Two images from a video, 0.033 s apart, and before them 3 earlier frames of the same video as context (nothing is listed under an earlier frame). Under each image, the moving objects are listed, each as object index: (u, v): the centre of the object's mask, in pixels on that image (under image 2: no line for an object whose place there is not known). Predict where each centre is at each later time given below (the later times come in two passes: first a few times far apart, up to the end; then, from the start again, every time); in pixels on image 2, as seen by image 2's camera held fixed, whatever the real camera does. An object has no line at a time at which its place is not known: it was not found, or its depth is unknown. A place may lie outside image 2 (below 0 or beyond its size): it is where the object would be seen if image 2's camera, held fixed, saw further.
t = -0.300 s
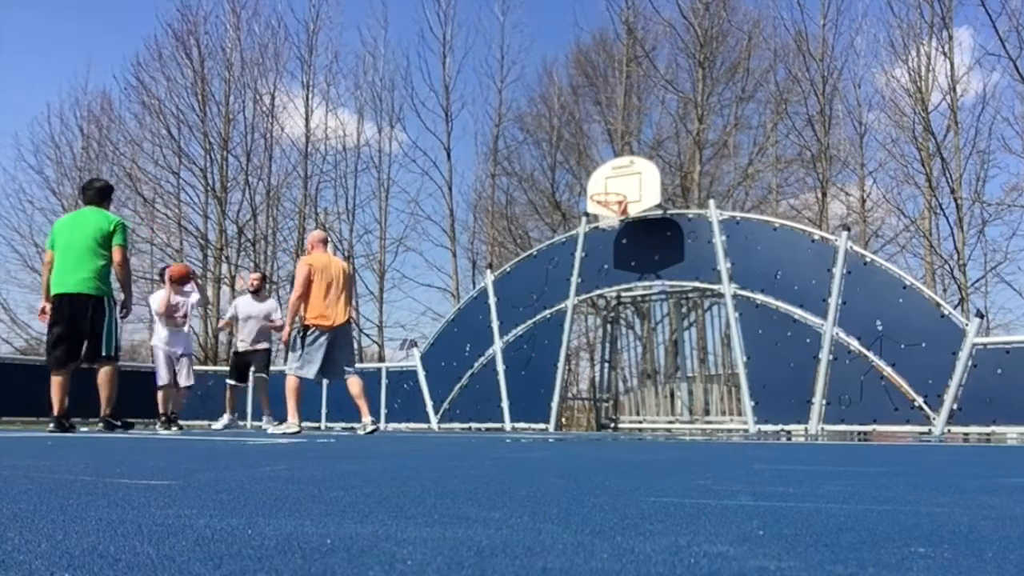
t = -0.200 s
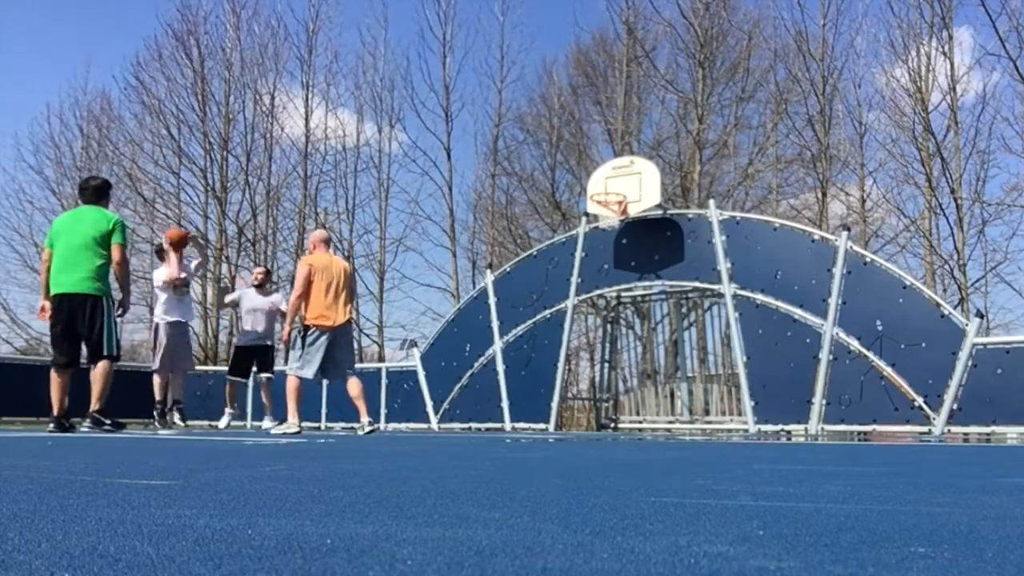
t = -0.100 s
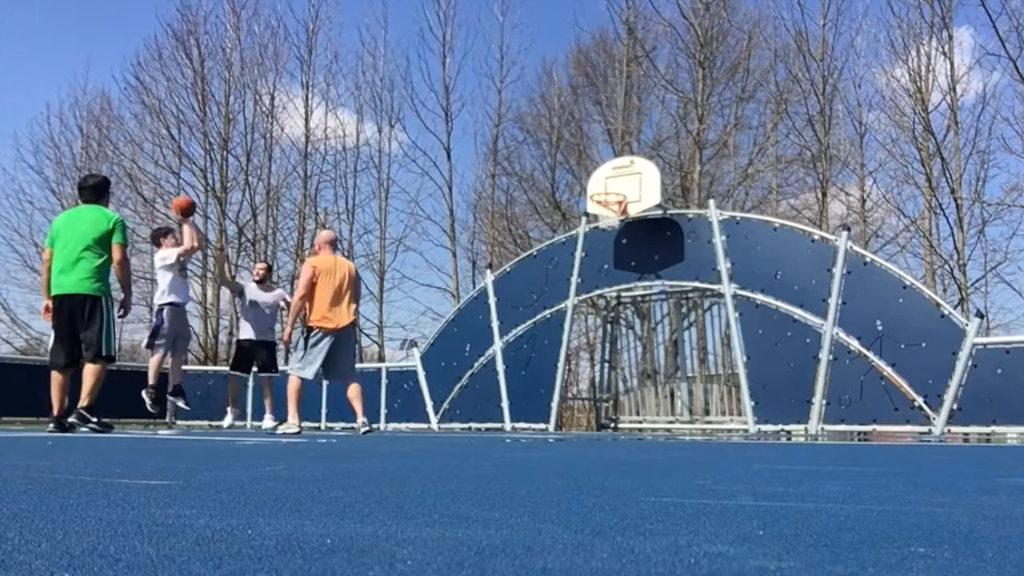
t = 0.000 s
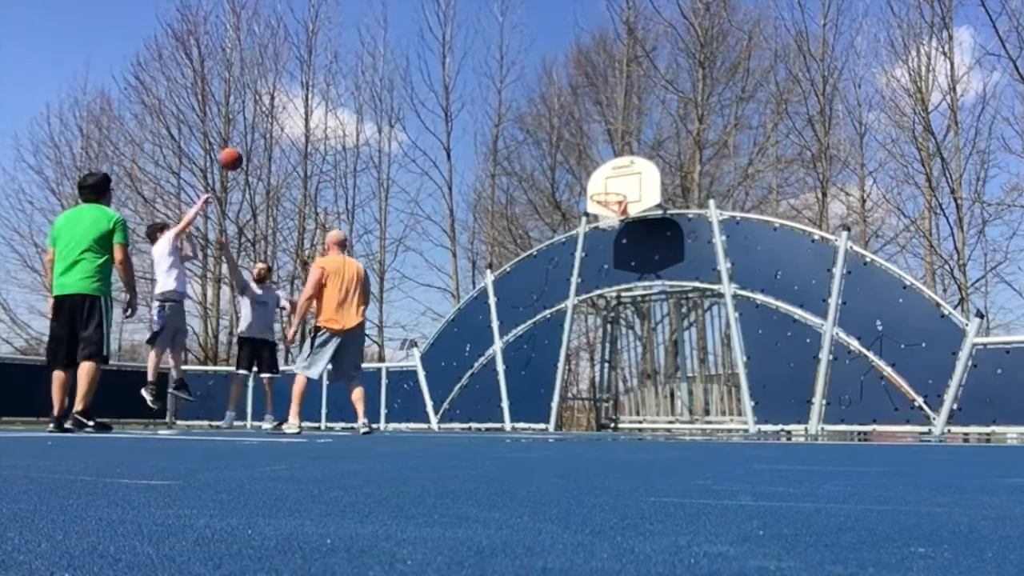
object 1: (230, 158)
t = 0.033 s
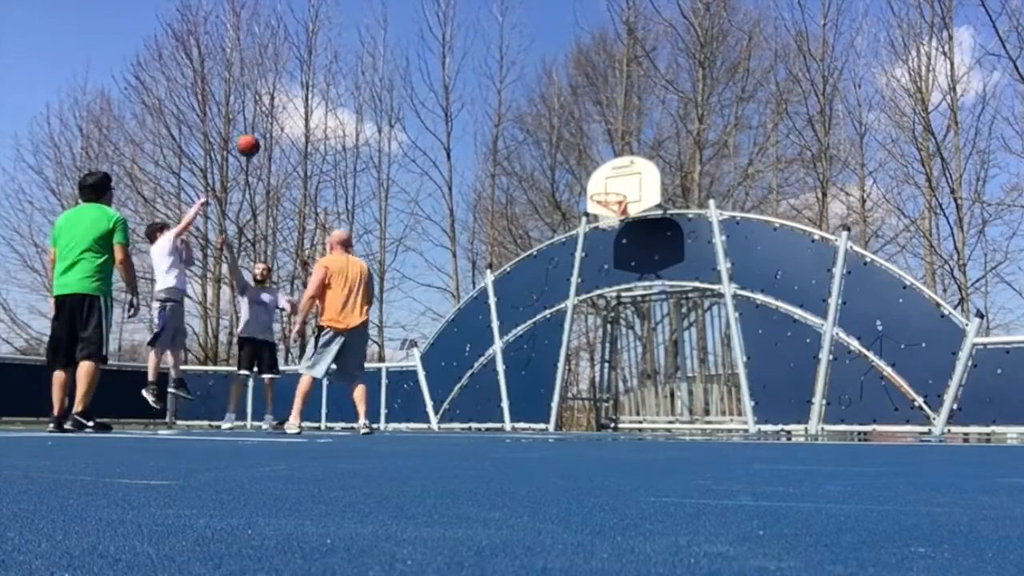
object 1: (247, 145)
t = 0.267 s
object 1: (354, 87)
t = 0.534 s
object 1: (453, 81)
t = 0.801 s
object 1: (536, 124)
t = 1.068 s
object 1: (600, 200)
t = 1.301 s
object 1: (555, 207)
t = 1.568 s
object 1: (504, 257)
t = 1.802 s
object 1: (461, 339)
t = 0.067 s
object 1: (264, 133)
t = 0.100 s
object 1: (280, 122)
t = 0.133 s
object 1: (297, 112)
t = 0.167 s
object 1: (312, 105)
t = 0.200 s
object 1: (326, 98)
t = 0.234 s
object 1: (340, 92)
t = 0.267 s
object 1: (354, 87)
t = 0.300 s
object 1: (367, 82)
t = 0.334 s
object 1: (380, 80)
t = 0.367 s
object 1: (393, 78)
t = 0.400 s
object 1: (406, 78)
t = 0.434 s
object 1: (418, 77)
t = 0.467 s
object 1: (430, 77)
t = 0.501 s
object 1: (442, 79)
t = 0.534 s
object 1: (453, 81)
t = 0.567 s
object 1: (464, 84)
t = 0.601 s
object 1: (475, 87)
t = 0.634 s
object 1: (485, 92)
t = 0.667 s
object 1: (496, 97)
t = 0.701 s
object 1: (506, 103)
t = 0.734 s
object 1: (516, 110)
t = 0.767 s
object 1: (526, 117)
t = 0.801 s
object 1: (536, 124)
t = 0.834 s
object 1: (545, 131)
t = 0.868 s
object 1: (555, 141)
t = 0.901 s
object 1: (564, 150)
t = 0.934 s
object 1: (572, 161)
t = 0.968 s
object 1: (582, 171)
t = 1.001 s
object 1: (590, 184)
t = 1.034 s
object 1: (600, 195)
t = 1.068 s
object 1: (600, 200)
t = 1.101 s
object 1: (593, 199)
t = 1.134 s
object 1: (586, 199)
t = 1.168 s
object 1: (578, 199)
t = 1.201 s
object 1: (572, 199)
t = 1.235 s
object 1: (566, 201)
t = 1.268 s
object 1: (560, 204)
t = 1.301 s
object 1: (555, 207)
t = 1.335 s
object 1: (547, 211)
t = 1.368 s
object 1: (542, 215)
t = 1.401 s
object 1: (535, 221)
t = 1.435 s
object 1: (529, 227)
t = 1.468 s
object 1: (523, 233)
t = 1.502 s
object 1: (517, 240)
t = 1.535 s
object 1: (510, 249)
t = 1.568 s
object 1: (504, 257)
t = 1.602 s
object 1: (498, 267)
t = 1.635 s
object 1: (492, 277)
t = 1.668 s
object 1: (485, 288)
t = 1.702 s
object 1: (479, 300)
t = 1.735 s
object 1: (473, 312)
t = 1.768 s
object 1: (467, 325)
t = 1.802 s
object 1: (461, 339)
